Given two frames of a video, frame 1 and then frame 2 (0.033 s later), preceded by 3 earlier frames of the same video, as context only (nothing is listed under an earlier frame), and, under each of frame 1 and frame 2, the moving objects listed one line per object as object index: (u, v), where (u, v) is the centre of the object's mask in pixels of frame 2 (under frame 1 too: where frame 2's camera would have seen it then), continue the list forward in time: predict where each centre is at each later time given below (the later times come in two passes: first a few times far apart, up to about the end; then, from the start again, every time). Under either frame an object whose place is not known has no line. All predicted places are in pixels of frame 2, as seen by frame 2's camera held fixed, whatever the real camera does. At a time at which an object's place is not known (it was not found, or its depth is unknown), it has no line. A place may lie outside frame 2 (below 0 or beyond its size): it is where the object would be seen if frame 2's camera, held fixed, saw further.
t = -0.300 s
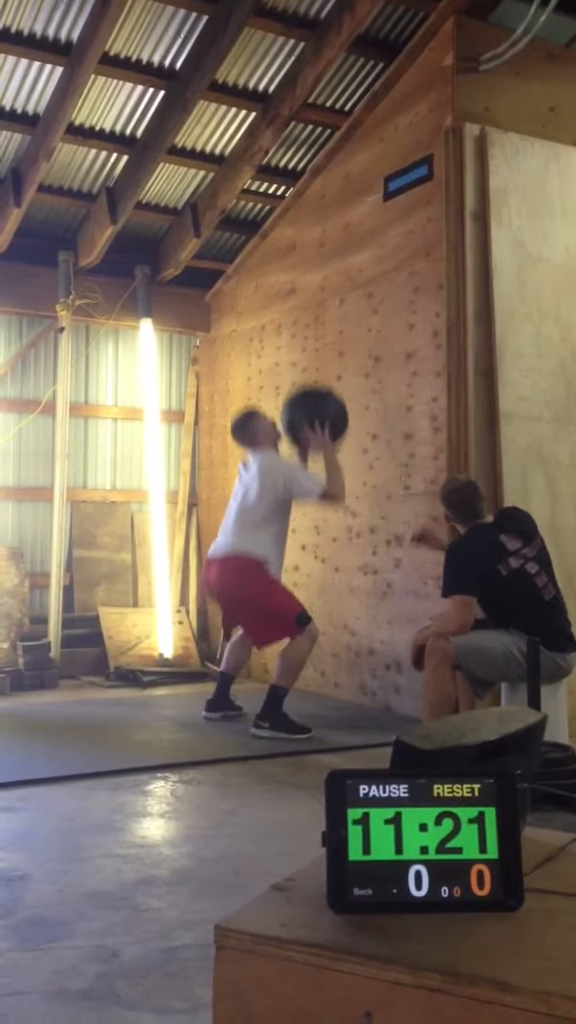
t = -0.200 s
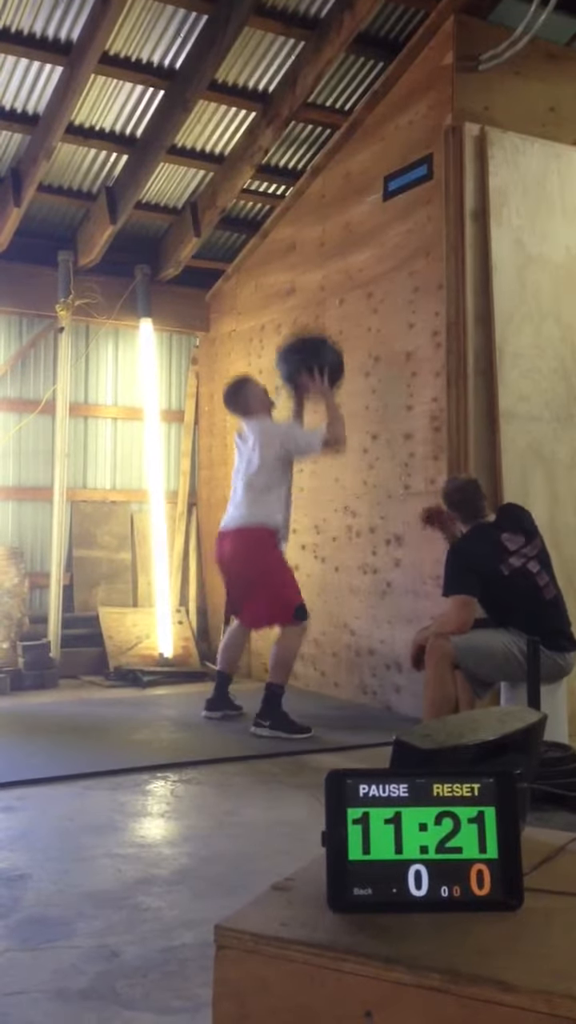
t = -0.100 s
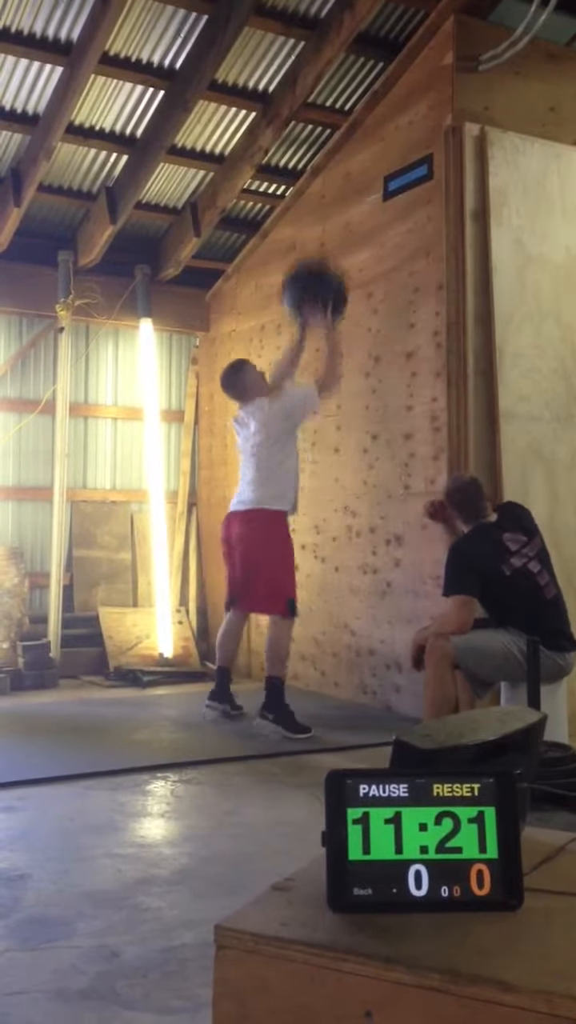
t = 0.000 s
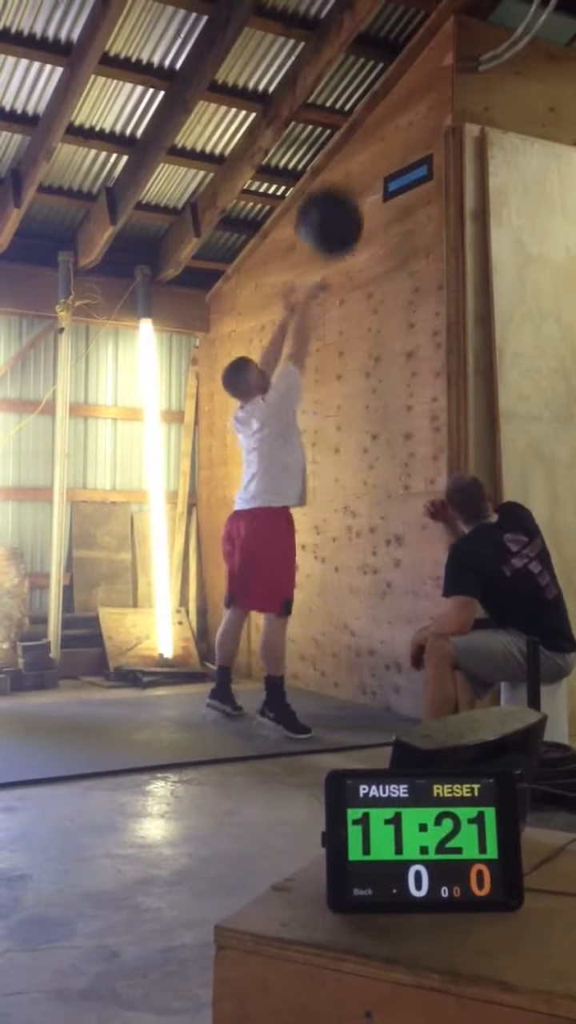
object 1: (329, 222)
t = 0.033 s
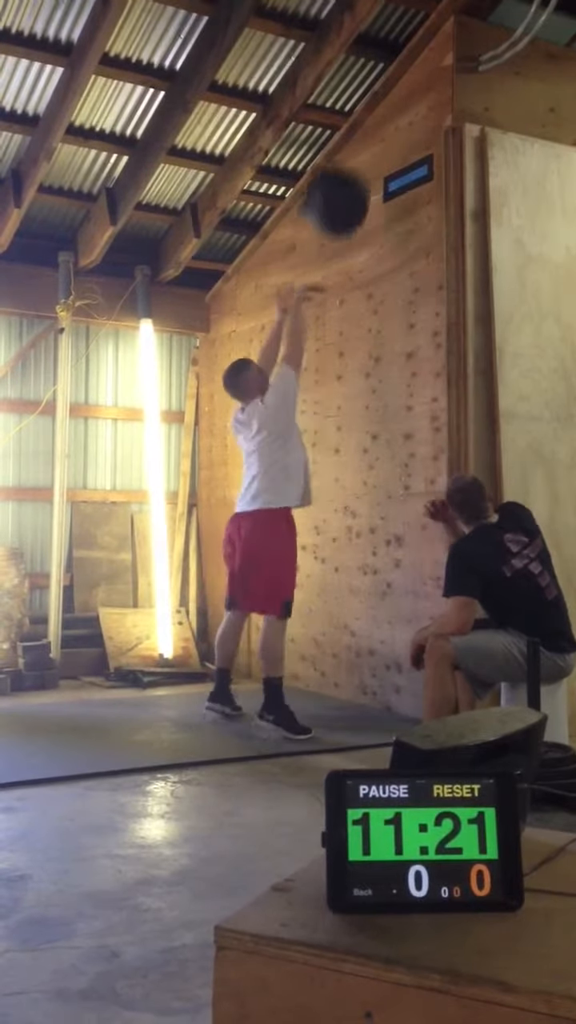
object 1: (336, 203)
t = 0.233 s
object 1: (366, 127)
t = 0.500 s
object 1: (377, 136)
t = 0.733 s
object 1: (347, 250)
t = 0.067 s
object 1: (340, 184)
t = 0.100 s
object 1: (345, 168)
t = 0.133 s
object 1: (351, 155)
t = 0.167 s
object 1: (357, 144)
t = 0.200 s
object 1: (363, 134)
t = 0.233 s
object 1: (366, 127)
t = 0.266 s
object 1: (380, 123)
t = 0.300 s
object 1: (381, 118)
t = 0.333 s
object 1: (385, 116)
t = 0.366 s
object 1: (386, 117)
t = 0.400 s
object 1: (386, 119)
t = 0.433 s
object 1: (383, 123)
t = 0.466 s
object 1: (381, 127)
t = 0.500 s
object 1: (377, 136)
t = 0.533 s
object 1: (369, 147)
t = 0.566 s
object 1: (364, 159)
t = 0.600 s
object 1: (360, 172)
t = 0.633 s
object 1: (356, 191)
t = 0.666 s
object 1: (354, 208)
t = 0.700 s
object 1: (349, 227)
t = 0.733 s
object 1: (347, 250)
